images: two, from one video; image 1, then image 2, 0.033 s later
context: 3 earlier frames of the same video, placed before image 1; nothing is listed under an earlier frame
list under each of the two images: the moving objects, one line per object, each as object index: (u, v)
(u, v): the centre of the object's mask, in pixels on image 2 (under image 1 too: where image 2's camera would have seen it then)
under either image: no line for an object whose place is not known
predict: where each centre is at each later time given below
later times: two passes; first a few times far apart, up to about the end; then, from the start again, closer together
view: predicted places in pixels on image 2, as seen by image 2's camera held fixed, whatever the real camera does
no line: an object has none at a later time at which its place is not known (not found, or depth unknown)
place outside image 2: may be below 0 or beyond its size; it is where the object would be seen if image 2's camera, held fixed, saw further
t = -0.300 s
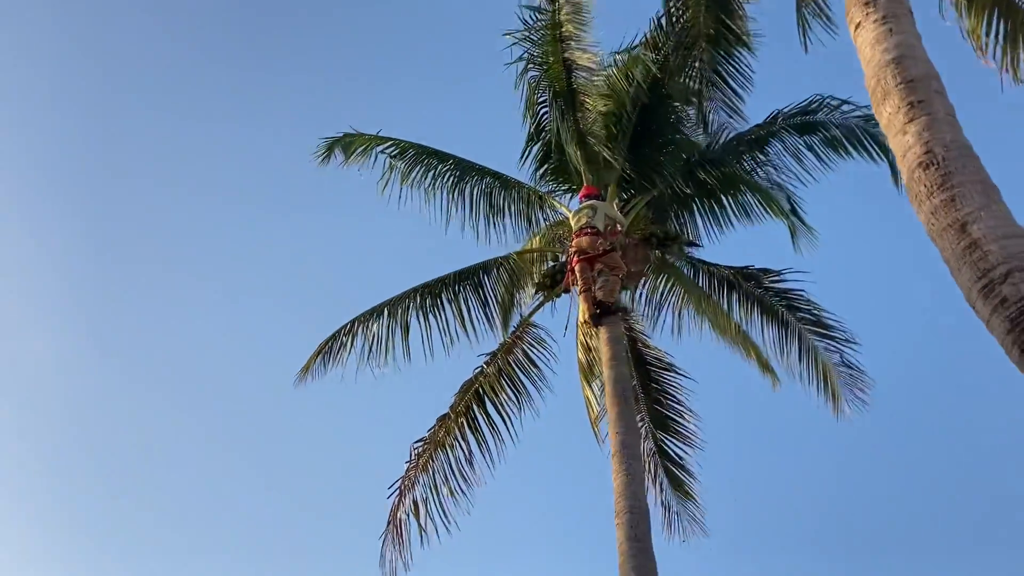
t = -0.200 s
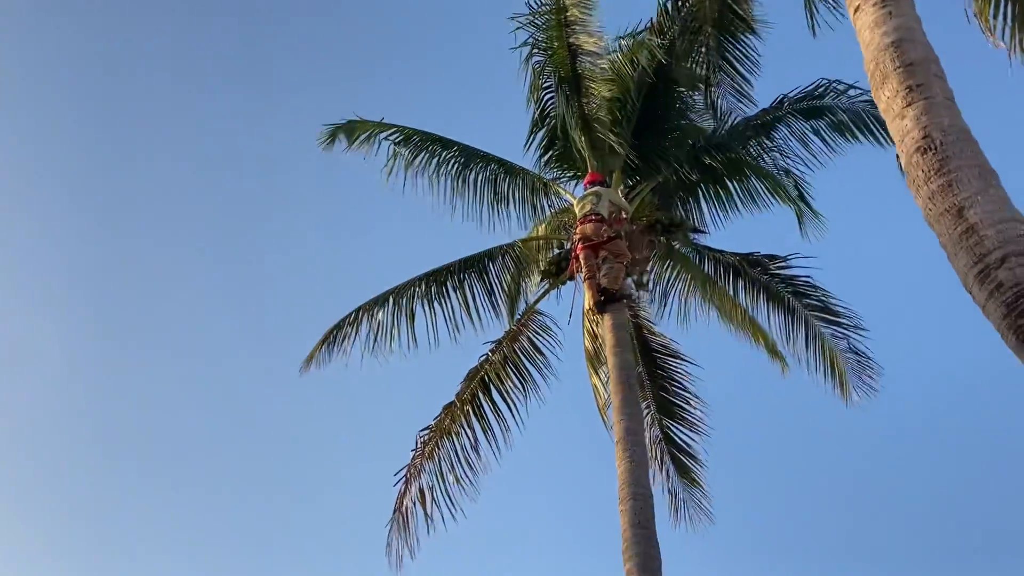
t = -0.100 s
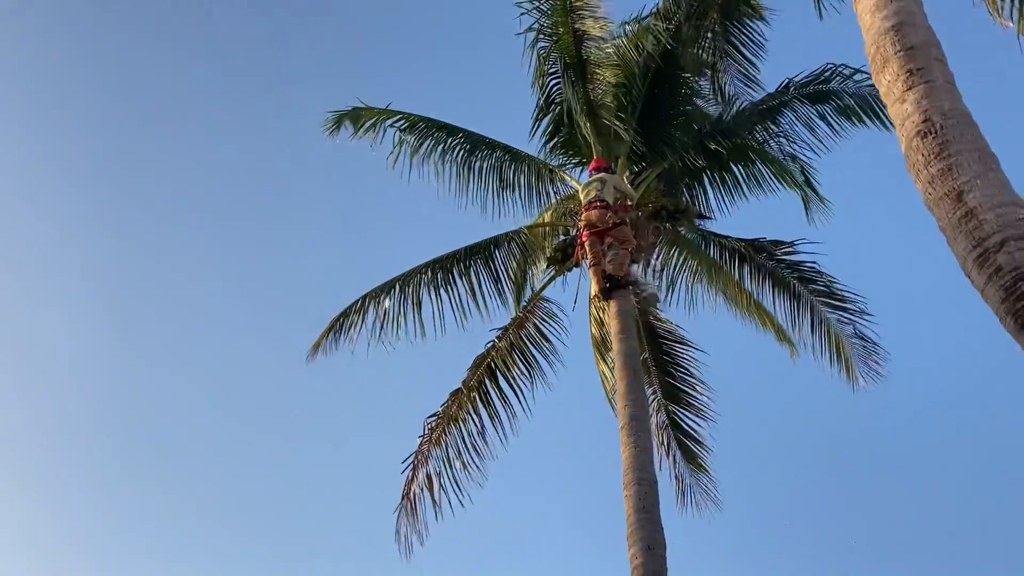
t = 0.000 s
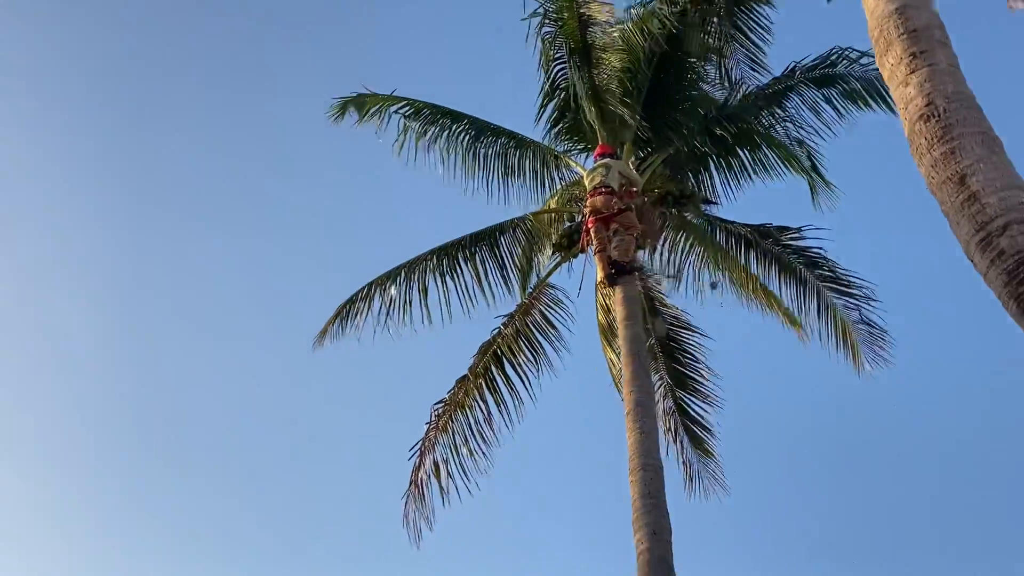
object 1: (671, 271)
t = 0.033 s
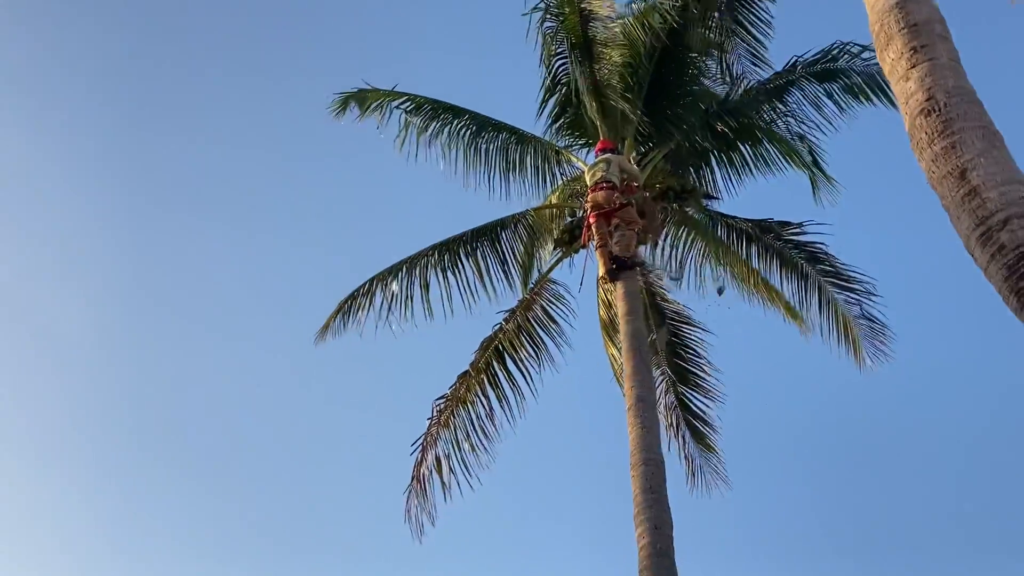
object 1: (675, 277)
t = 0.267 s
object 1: (700, 326)
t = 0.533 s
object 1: (757, 387)
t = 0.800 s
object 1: (837, 462)
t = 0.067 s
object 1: (678, 286)
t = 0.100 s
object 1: (679, 291)
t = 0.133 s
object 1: (682, 298)
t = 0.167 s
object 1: (686, 305)
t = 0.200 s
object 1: (690, 312)
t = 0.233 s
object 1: (693, 319)
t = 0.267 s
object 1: (700, 326)
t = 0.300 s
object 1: (704, 334)
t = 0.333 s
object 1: (709, 341)
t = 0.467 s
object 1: (738, 372)
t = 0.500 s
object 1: (747, 379)
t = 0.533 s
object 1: (757, 387)
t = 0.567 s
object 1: (766, 395)
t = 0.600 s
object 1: (776, 404)
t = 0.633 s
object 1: (786, 413)
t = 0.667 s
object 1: (797, 421)
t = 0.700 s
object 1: (807, 431)
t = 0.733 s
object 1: (817, 441)
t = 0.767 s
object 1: (827, 451)
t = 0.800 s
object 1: (837, 462)
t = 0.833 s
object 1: (847, 474)
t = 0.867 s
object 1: (858, 487)
